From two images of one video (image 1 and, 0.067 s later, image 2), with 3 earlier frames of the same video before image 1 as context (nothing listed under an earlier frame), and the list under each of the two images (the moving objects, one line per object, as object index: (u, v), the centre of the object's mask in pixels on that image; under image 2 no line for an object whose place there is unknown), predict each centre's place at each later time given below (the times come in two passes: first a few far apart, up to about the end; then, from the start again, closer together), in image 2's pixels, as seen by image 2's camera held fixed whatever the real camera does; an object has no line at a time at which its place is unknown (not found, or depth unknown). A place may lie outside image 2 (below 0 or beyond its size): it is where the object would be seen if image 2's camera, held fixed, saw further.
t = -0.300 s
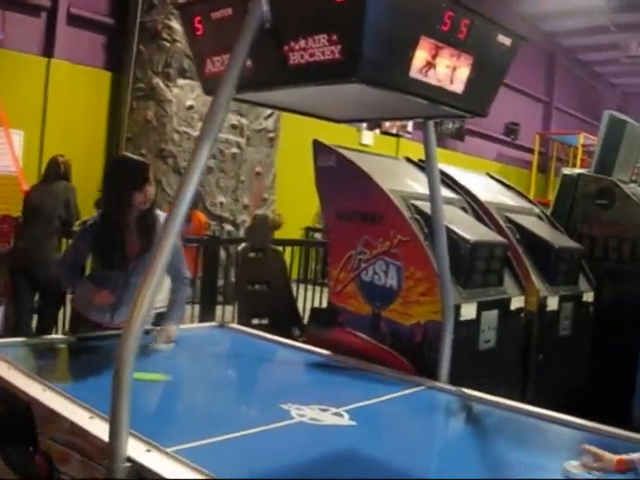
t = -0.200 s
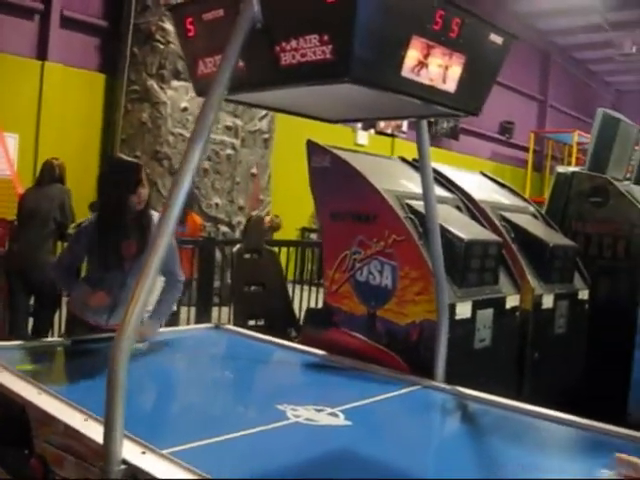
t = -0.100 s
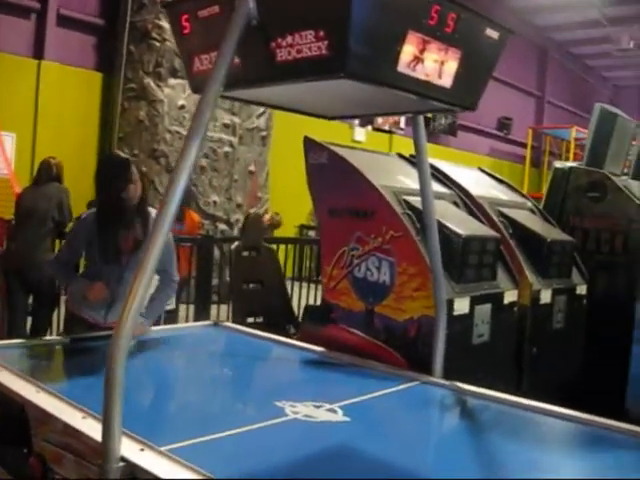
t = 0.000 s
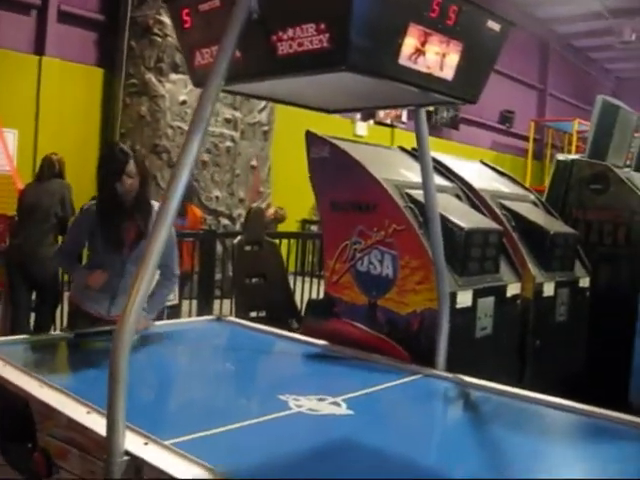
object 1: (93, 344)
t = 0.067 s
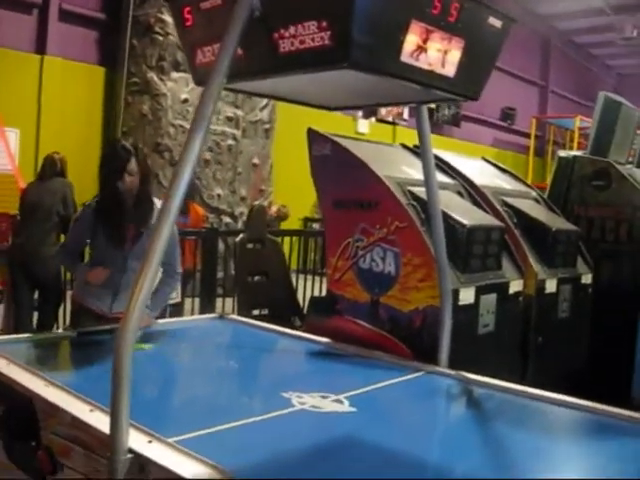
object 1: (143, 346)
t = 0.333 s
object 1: (303, 358)
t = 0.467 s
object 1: (383, 363)
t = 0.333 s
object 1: (303, 358)
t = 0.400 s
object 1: (346, 360)
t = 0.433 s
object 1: (367, 361)
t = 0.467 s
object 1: (383, 363)
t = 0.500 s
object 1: (386, 368)
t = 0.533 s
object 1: (389, 372)
